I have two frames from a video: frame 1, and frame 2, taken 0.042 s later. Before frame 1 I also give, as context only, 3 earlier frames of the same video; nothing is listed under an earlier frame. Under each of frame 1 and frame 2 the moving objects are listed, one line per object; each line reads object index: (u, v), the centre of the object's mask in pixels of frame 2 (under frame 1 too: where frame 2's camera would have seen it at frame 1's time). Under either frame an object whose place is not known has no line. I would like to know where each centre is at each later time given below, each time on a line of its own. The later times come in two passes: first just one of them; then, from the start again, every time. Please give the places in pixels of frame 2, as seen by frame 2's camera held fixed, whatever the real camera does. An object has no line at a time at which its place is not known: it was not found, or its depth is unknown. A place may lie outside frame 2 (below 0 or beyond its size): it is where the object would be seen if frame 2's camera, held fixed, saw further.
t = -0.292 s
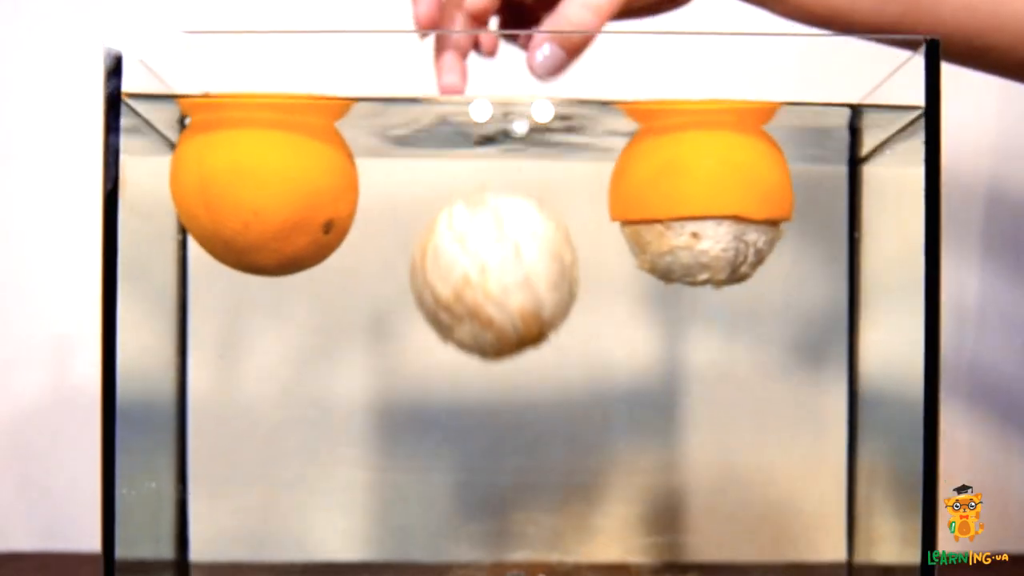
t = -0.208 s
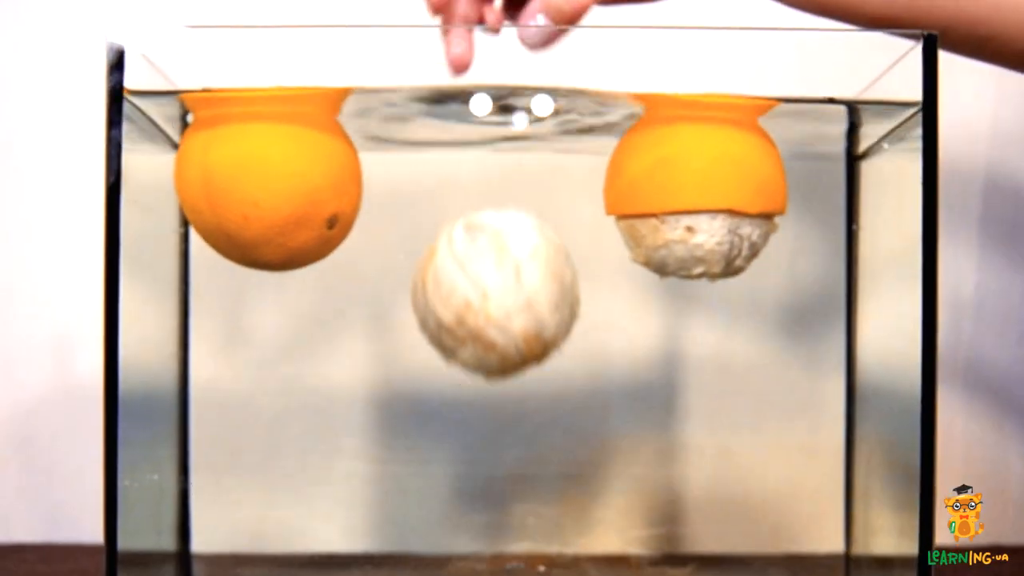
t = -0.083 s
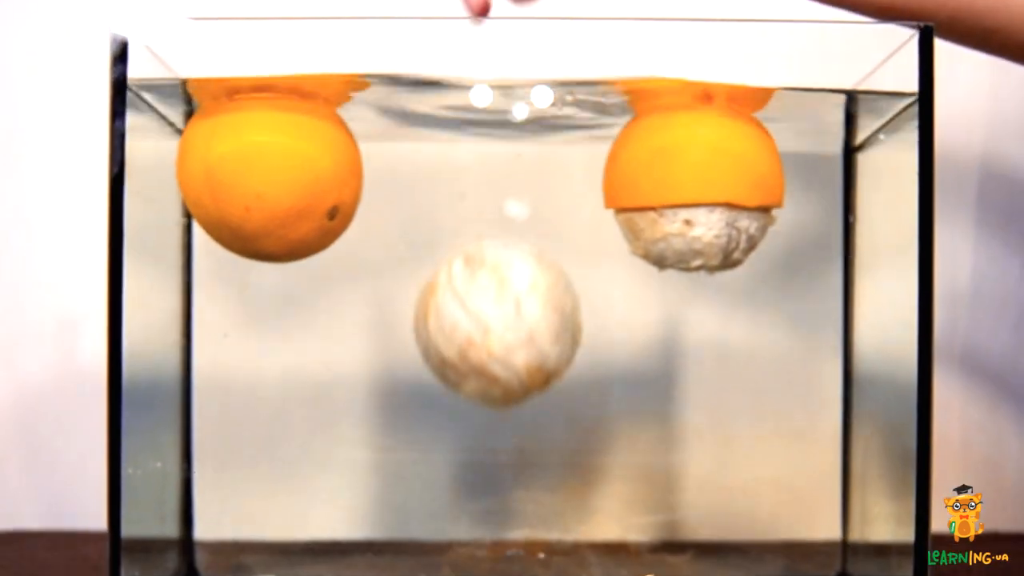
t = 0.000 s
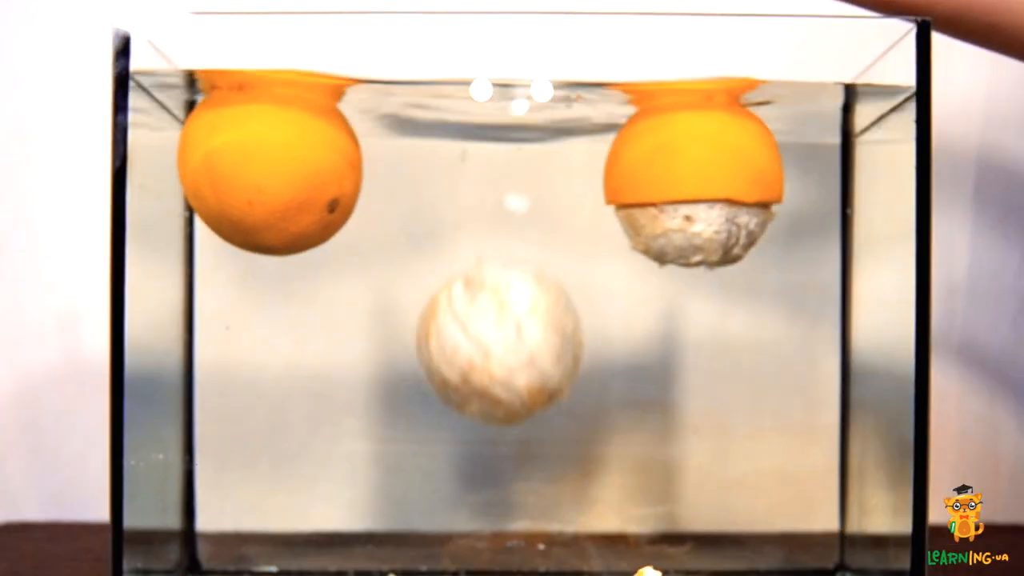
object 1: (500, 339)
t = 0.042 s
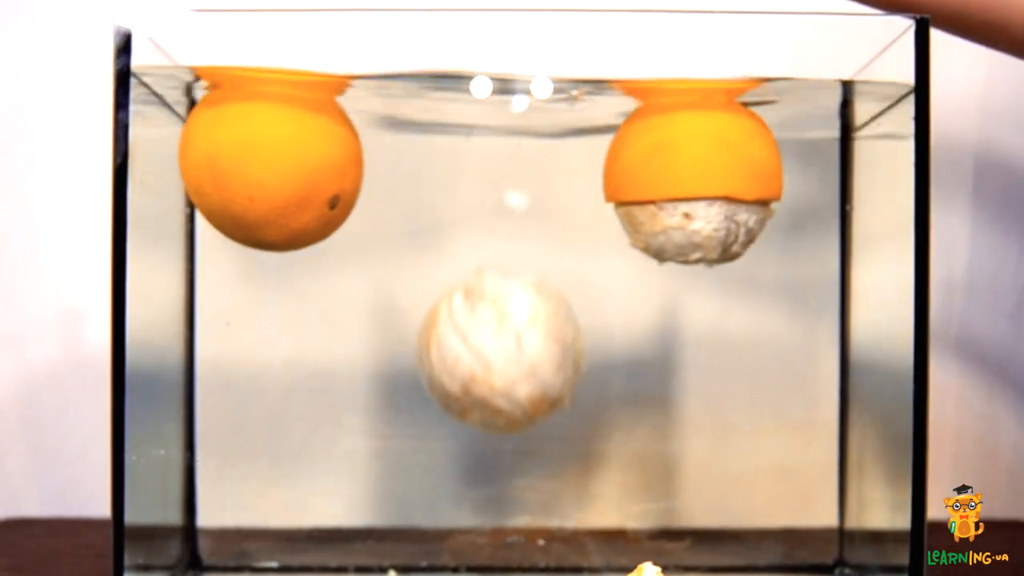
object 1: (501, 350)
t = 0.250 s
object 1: (506, 409)
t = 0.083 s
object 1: (502, 364)
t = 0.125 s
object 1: (502, 376)
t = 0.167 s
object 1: (504, 387)
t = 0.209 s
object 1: (505, 397)
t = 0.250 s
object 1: (506, 409)
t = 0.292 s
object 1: (506, 420)
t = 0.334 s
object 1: (507, 430)
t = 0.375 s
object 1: (507, 440)
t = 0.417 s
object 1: (508, 452)
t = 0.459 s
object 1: (509, 464)
